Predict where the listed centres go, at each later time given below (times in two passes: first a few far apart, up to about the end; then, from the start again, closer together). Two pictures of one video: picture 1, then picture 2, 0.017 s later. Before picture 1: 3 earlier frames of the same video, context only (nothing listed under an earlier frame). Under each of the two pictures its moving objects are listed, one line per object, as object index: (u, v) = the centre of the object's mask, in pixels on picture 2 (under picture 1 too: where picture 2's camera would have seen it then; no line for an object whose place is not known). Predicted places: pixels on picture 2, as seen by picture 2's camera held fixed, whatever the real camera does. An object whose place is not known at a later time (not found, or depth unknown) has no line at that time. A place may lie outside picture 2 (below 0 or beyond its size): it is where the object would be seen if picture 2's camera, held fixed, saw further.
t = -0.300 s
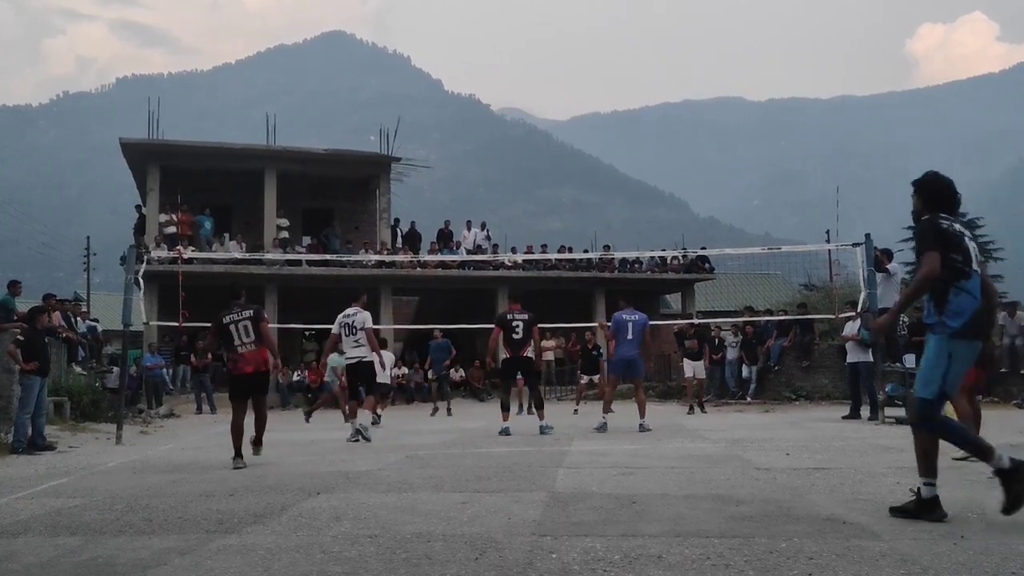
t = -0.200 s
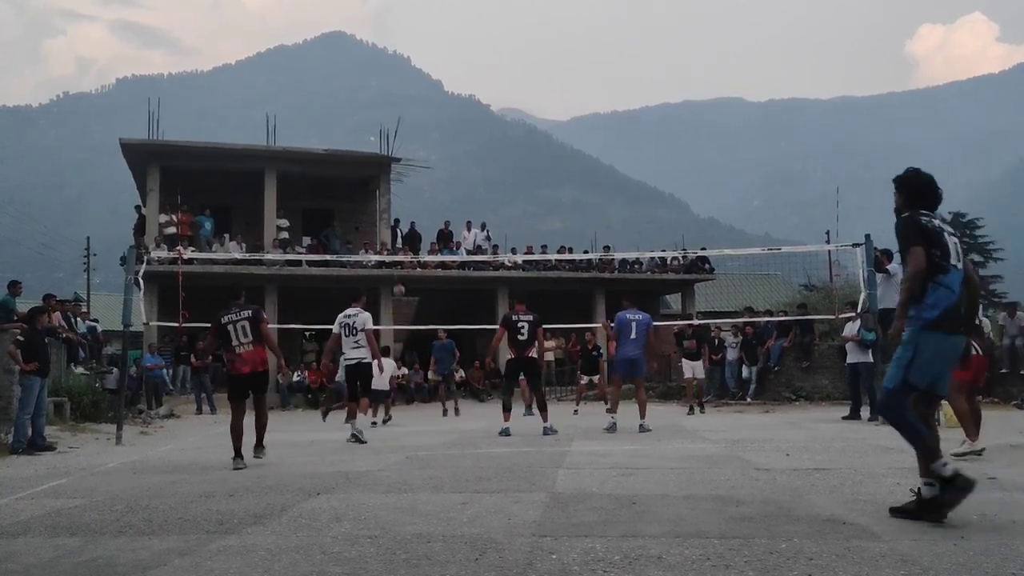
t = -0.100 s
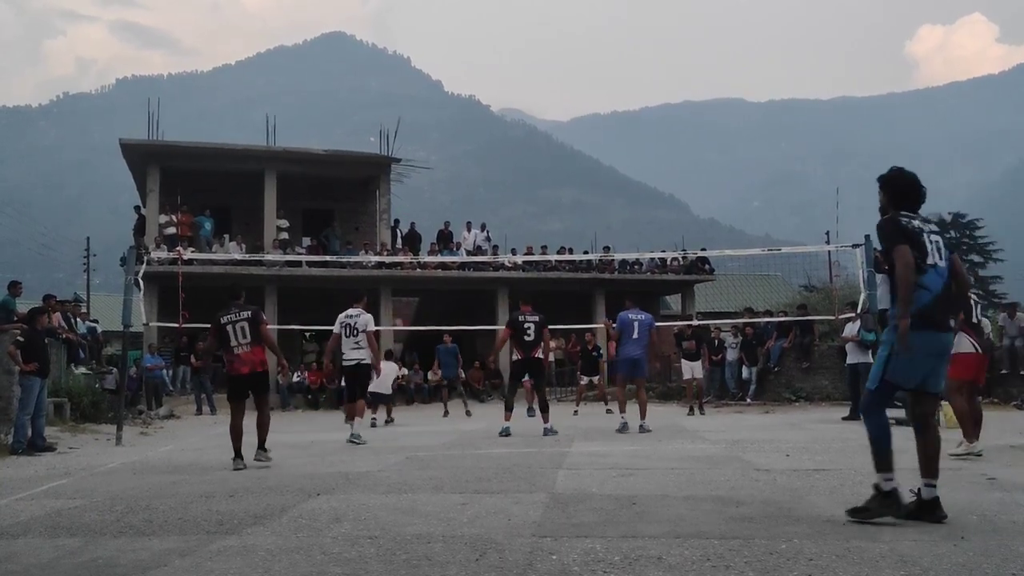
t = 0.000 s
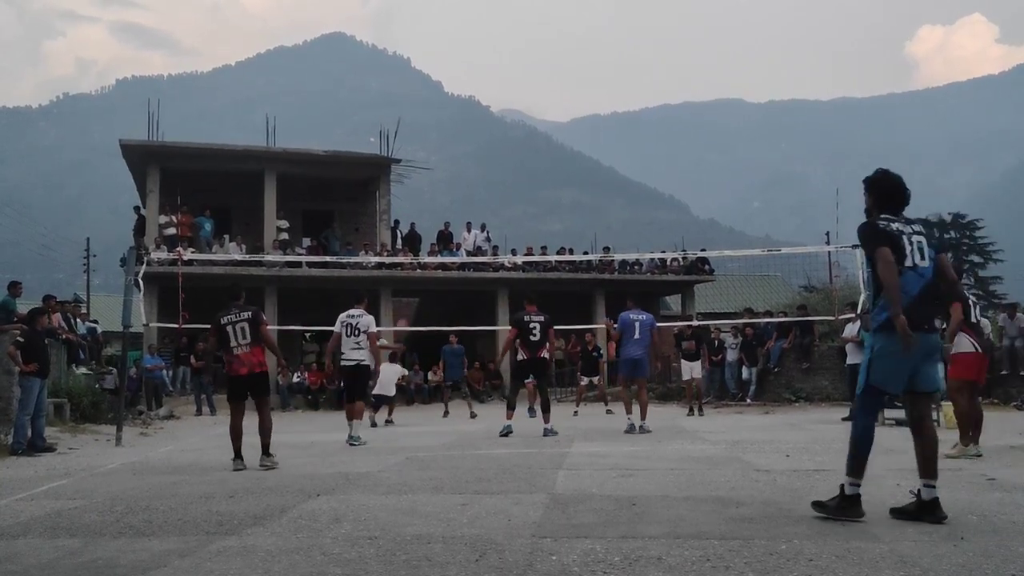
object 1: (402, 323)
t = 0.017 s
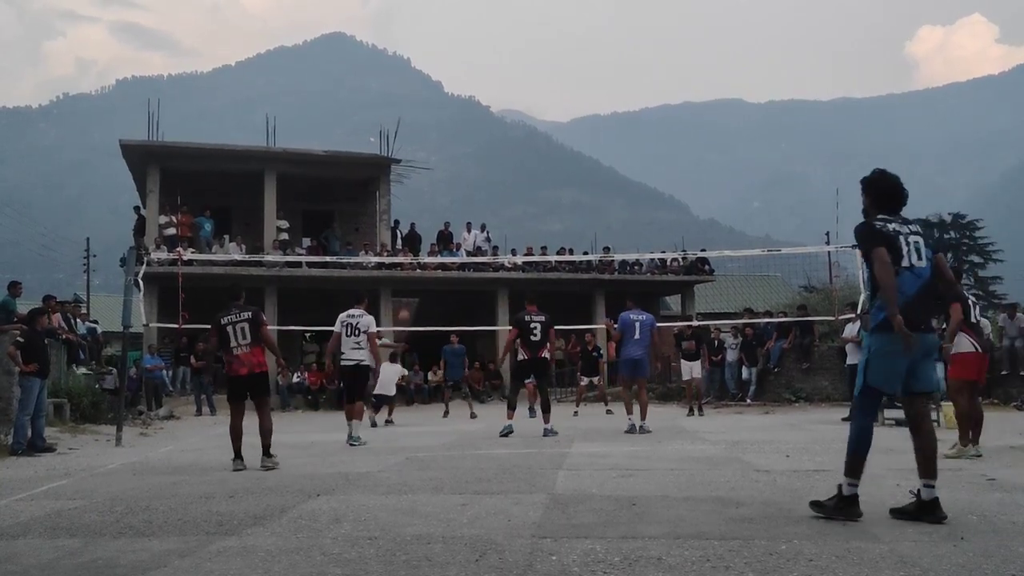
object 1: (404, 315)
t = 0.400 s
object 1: (453, 146)
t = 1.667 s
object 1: (583, 146)
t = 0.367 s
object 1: (448, 157)
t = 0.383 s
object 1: (451, 152)
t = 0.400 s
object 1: (453, 146)
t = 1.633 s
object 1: (580, 136)
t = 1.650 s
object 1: (582, 141)
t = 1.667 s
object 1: (583, 146)
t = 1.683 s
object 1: (585, 151)
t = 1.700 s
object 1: (587, 157)
